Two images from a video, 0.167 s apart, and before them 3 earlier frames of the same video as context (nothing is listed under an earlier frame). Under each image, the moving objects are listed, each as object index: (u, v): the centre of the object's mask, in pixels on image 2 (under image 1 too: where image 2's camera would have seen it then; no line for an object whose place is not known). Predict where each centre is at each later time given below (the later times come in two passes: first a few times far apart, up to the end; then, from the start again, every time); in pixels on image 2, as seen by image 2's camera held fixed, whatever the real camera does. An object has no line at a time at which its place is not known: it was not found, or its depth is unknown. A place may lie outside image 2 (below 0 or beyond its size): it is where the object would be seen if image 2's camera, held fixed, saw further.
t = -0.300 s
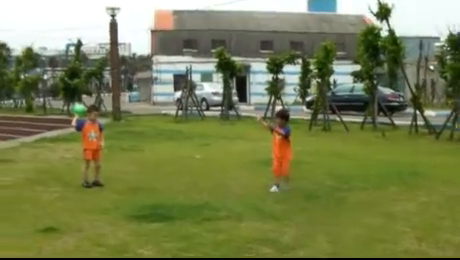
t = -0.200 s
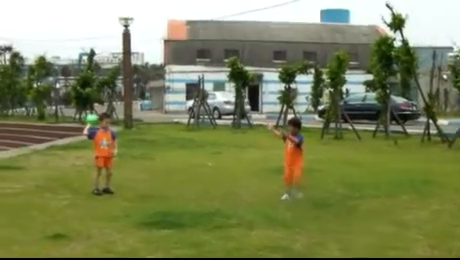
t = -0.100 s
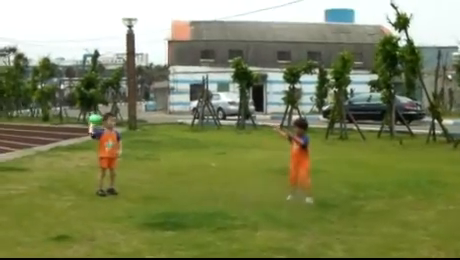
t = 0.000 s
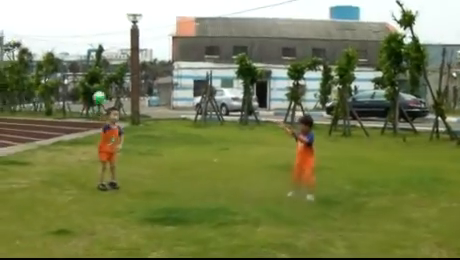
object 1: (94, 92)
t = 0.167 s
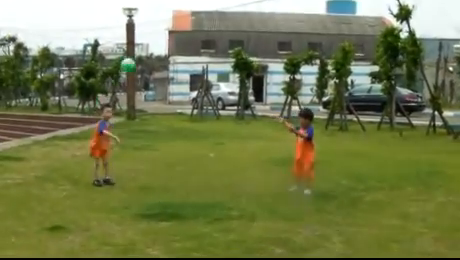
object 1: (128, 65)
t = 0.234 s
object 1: (142, 61)
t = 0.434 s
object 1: (187, 74)
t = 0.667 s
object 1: (254, 156)
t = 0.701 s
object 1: (265, 175)
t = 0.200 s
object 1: (135, 64)
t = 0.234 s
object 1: (142, 61)
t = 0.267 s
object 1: (149, 61)
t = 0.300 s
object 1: (158, 62)
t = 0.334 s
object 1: (163, 62)
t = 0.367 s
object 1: (171, 64)
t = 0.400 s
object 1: (179, 68)
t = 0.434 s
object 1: (187, 74)
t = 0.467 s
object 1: (197, 81)
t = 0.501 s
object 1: (205, 89)
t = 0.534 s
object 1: (215, 98)
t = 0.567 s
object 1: (225, 109)
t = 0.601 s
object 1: (234, 122)
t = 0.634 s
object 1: (244, 138)
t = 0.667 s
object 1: (254, 156)
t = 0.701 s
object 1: (265, 175)
